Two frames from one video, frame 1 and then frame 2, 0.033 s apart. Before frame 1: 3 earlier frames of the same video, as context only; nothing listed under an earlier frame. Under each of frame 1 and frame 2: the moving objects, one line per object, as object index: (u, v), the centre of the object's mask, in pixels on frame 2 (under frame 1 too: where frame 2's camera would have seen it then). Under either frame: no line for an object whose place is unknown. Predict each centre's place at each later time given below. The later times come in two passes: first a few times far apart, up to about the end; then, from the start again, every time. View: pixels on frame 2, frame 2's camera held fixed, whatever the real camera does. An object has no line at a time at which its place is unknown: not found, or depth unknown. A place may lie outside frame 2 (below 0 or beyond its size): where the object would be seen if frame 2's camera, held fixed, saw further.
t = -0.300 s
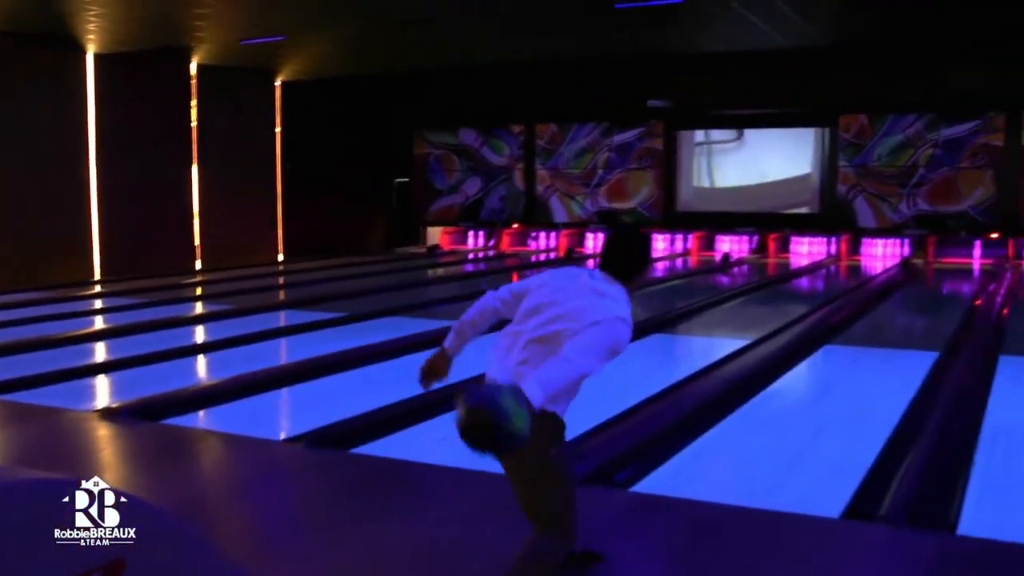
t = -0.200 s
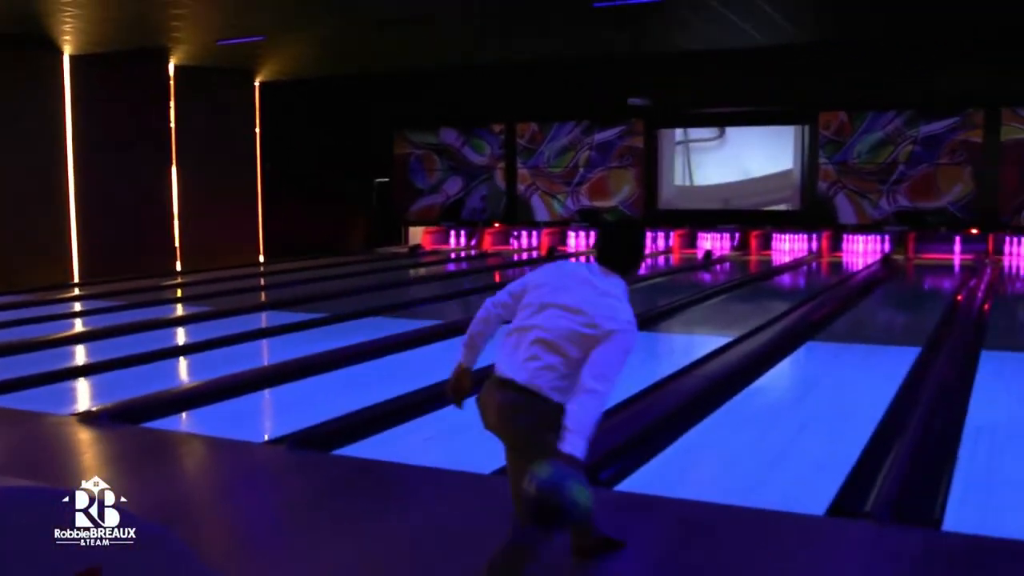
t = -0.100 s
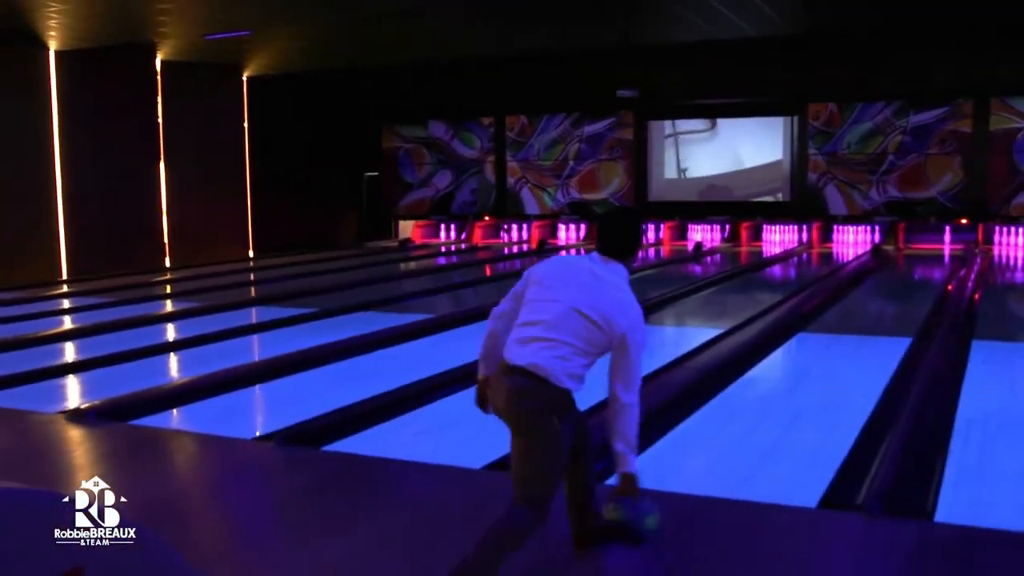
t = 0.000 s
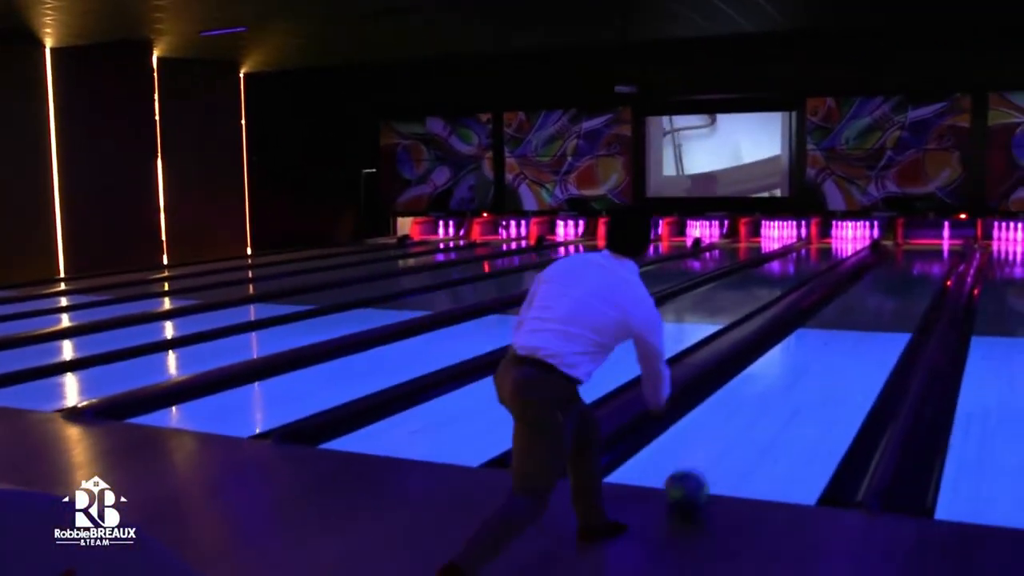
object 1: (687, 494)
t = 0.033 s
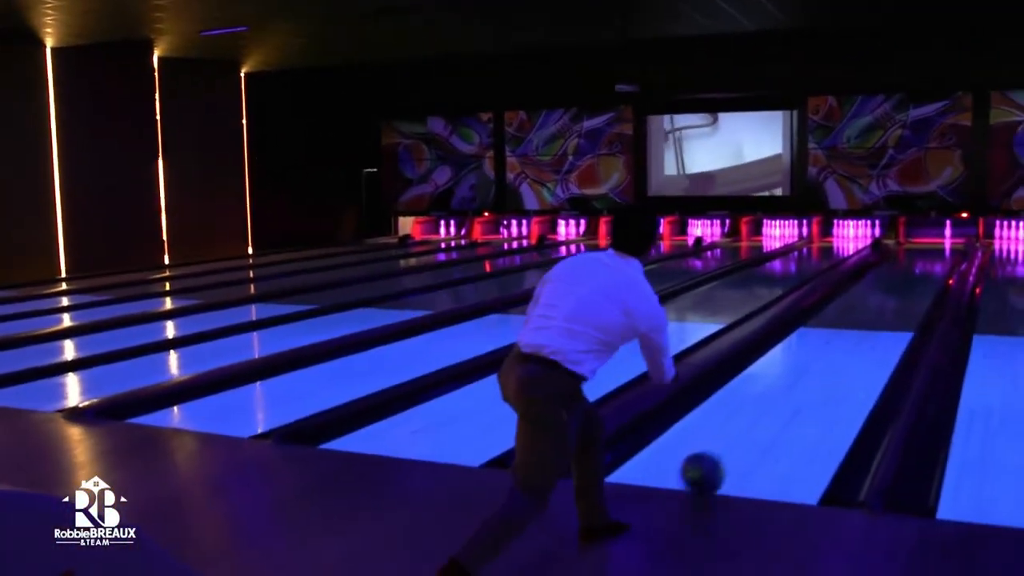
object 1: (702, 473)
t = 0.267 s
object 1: (772, 398)
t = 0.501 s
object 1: (811, 350)
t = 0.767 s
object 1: (841, 316)
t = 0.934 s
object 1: (854, 300)
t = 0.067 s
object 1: (715, 459)
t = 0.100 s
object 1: (728, 448)
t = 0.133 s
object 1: (738, 438)
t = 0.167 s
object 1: (748, 427)
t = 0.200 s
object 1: (757, 417)
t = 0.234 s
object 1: (764, 407)
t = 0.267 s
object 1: (772, 398)
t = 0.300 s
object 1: (779, 390)
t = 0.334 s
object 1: (785, 383)
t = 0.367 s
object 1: (791, 376)
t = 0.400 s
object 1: (796, 369)
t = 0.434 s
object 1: (801, 362)
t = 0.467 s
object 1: (806, 356)
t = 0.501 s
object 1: (811, 350)
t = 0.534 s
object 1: (815, 345)
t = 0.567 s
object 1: (819, 340)
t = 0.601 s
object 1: (823, 336)
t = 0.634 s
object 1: (827, 332)
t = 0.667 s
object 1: (831, 328)
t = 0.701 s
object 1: (835, 325)
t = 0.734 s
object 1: (839, 320)
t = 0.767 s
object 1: (841, 316)
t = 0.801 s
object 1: (844, 314)
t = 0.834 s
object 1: (847, 309)
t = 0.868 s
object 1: (849, 307)
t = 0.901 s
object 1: (852, 303)
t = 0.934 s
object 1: (854, 300)
